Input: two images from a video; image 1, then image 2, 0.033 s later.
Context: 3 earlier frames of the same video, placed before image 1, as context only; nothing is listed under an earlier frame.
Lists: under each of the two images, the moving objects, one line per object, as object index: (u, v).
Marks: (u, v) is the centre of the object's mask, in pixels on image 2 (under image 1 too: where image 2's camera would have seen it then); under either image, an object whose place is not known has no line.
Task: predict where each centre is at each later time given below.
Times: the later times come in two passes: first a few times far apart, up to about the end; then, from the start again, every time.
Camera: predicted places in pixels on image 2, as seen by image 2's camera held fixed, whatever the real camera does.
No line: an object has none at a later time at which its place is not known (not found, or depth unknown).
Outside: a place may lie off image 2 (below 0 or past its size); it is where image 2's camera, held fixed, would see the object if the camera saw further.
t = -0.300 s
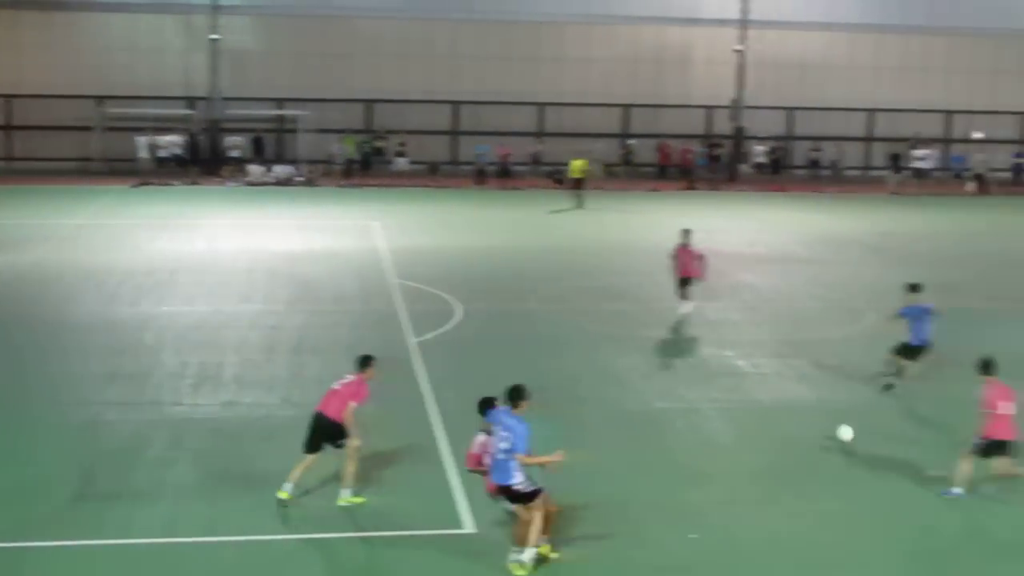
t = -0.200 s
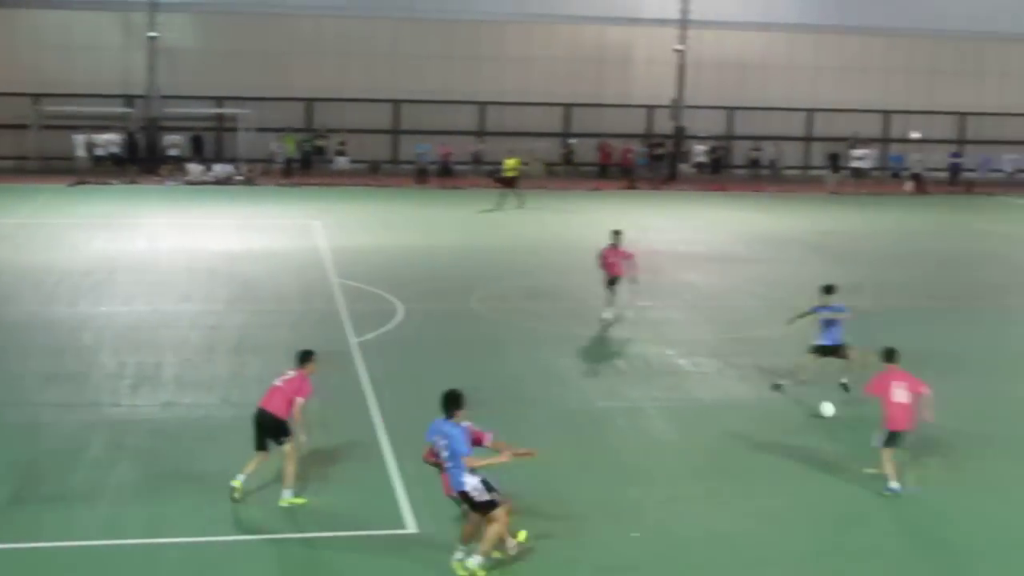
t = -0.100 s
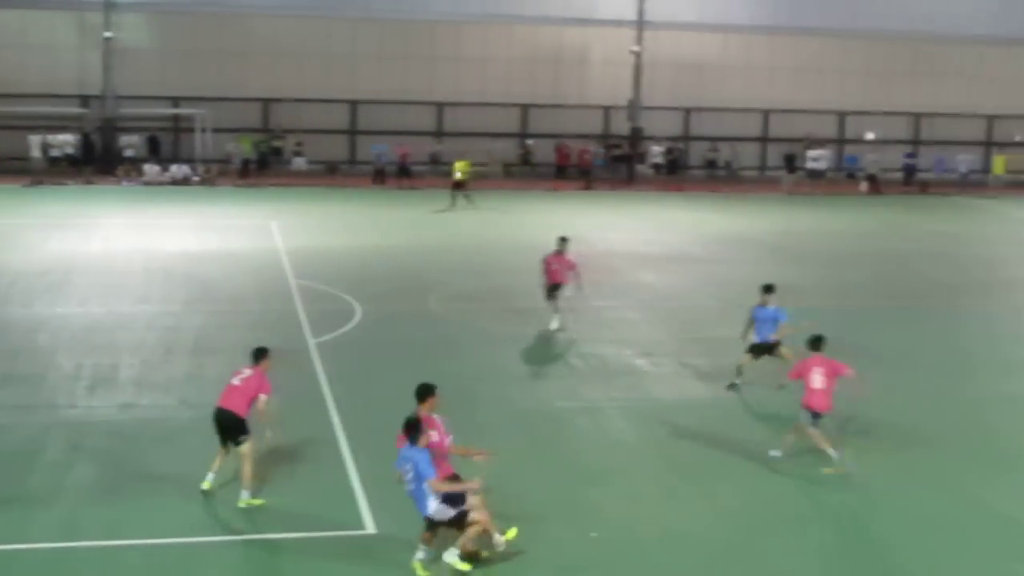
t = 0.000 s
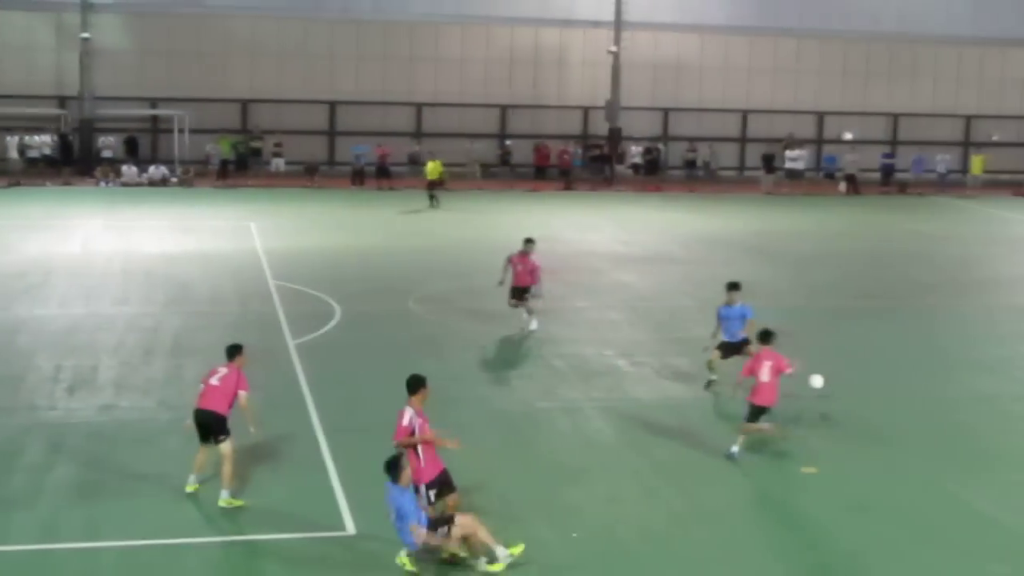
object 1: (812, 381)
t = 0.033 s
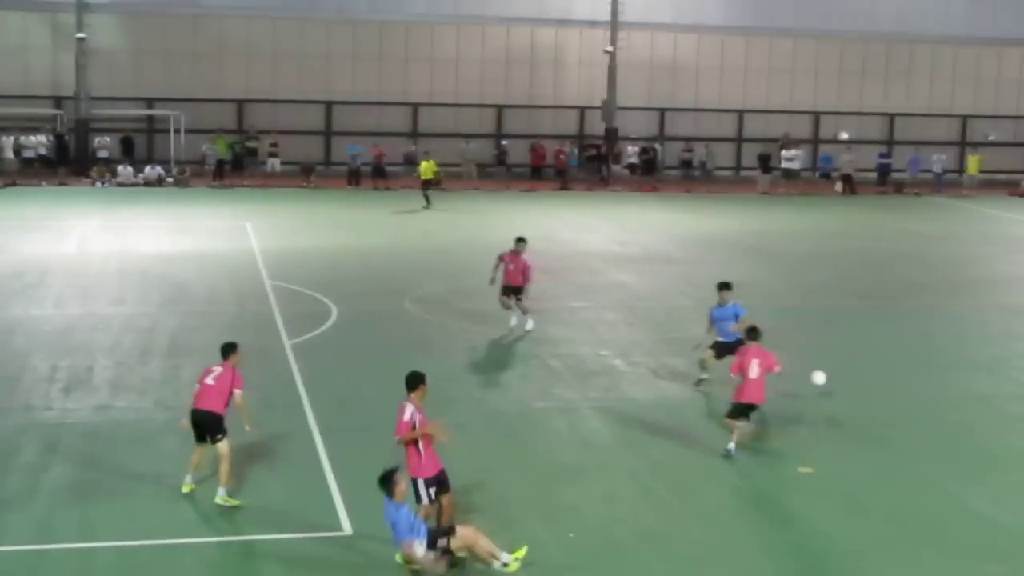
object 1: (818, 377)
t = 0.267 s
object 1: (859, 376)
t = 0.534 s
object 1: (904, 392)
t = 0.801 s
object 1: (953, 395)
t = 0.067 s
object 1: (824, 375)
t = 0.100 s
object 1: (830, 373)
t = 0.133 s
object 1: (836, 372)
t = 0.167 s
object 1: (843, 372)
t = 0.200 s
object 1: (848, 372)
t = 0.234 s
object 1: (854, 374)
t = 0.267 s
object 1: (859, 376)
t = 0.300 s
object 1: (865, 379)
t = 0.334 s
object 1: (871, 383)
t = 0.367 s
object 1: (876, 387)
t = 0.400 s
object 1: (881, 392)
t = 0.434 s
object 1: (887, 399)
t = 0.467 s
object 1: (892, 400)
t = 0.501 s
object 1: (899, 396)
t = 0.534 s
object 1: (904, 392)
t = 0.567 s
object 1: (911, 390)
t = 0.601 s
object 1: (917, 388)
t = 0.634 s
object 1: (923, 387)
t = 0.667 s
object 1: (929, 387)
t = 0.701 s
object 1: (935, 388)
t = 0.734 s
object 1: (941, 390)
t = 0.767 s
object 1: (947, 392)
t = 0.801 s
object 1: (953, 395)
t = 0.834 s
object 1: (959, 399)
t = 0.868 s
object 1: (965, 404)
